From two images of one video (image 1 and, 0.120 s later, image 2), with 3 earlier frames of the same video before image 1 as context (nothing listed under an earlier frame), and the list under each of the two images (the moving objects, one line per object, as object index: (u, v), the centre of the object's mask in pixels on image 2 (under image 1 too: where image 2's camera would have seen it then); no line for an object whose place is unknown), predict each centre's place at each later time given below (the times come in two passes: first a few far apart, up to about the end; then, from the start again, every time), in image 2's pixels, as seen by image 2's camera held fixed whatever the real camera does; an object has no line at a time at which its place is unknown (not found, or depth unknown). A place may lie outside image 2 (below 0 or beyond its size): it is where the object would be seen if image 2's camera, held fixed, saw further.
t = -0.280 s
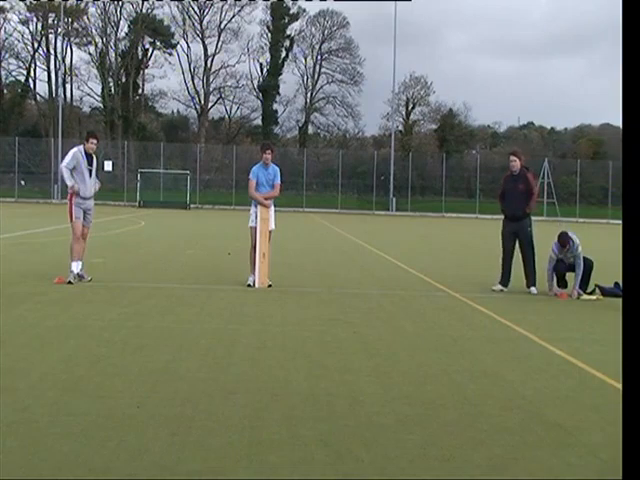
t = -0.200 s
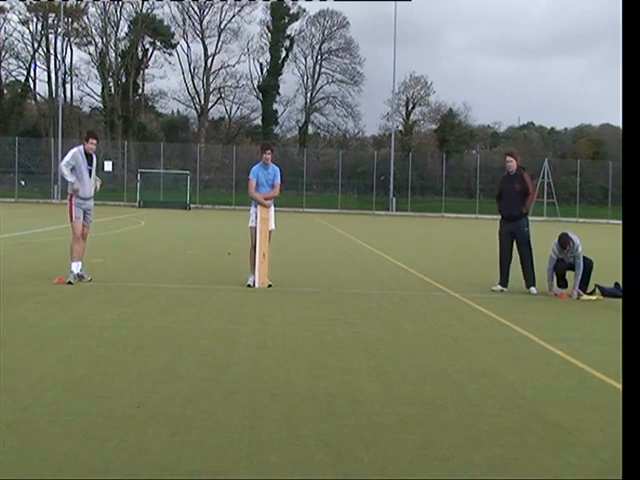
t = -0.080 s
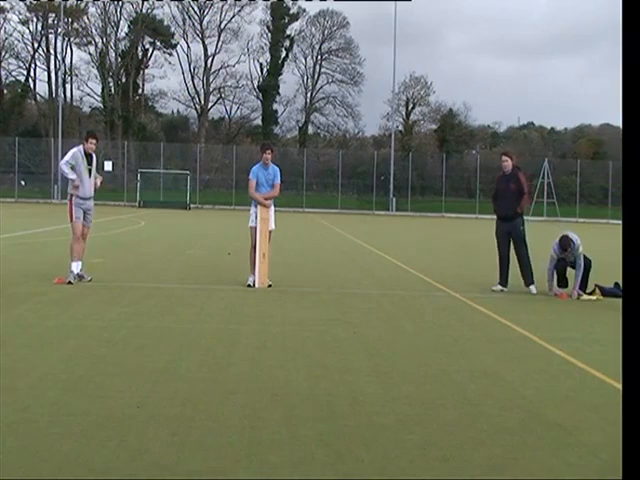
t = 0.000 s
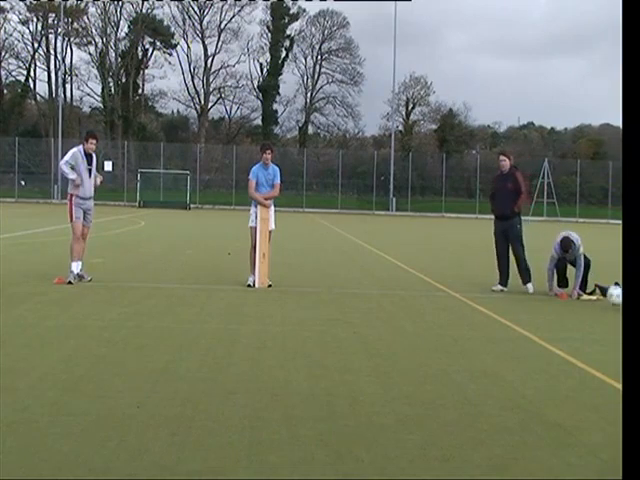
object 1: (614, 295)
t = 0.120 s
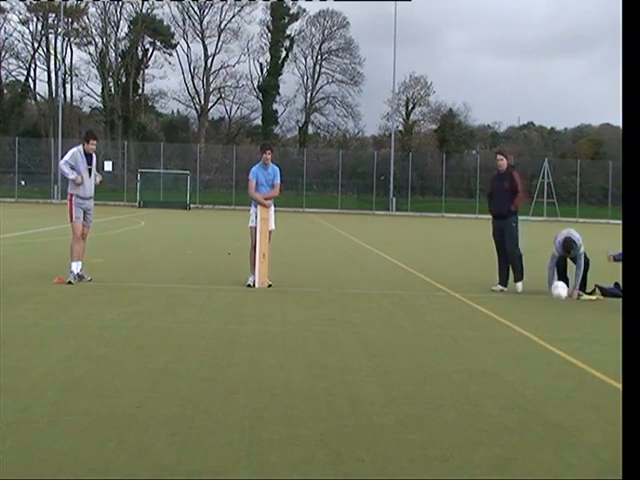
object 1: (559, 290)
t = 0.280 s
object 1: (485, 291)
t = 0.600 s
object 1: (361, 289)
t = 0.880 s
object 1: (270, 288)
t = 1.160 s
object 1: (185, 284)
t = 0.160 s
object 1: (541, 287)
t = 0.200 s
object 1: (523, 287)
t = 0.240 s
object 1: (503, 289)
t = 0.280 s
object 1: (485, 291)
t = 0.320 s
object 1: (467, 295)
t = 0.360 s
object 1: (451, 290)
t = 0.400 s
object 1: (436, 288)
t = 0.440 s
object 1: (420, 288)
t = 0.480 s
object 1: (405, 289)
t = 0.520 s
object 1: (389, 291)
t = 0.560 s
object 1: (375, 292)
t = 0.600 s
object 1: (361, 289)
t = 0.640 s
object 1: (348, 288)
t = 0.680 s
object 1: (335, 289)
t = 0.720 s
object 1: (322, 290)
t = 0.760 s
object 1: (309, 287)
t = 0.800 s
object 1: (296, 286)
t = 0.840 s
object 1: (283, 286)
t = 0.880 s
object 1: (270, 288)
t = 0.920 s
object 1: (258, 286)
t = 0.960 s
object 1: (245, 285)
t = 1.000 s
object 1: (233, 285)
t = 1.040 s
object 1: (221, 286)
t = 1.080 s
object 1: (209, 285)
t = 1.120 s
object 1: (197, 284)
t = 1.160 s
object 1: (185, 284)
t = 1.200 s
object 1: (174, 283)
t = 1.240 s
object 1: (162, 281)
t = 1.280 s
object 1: (152, 280)
